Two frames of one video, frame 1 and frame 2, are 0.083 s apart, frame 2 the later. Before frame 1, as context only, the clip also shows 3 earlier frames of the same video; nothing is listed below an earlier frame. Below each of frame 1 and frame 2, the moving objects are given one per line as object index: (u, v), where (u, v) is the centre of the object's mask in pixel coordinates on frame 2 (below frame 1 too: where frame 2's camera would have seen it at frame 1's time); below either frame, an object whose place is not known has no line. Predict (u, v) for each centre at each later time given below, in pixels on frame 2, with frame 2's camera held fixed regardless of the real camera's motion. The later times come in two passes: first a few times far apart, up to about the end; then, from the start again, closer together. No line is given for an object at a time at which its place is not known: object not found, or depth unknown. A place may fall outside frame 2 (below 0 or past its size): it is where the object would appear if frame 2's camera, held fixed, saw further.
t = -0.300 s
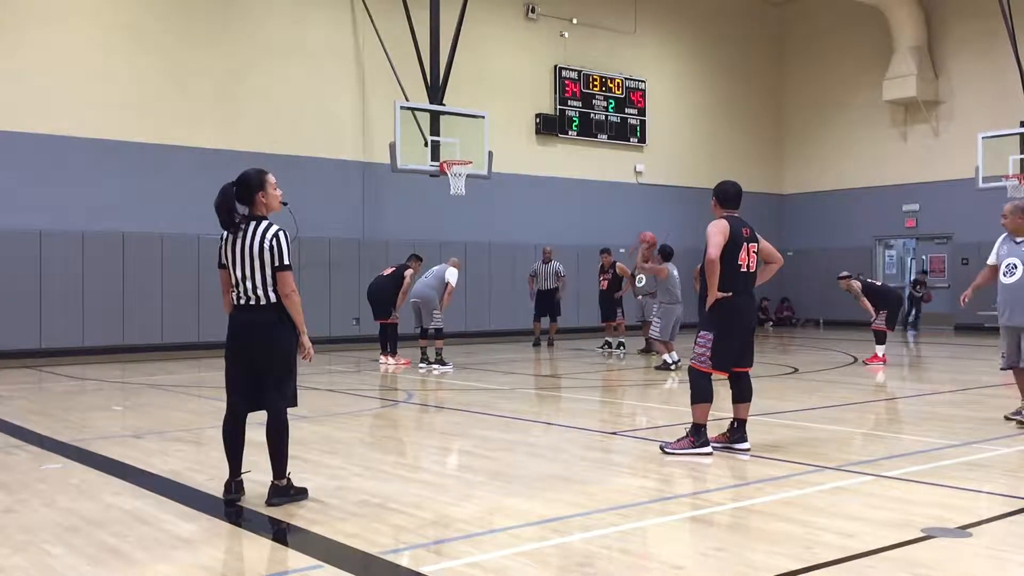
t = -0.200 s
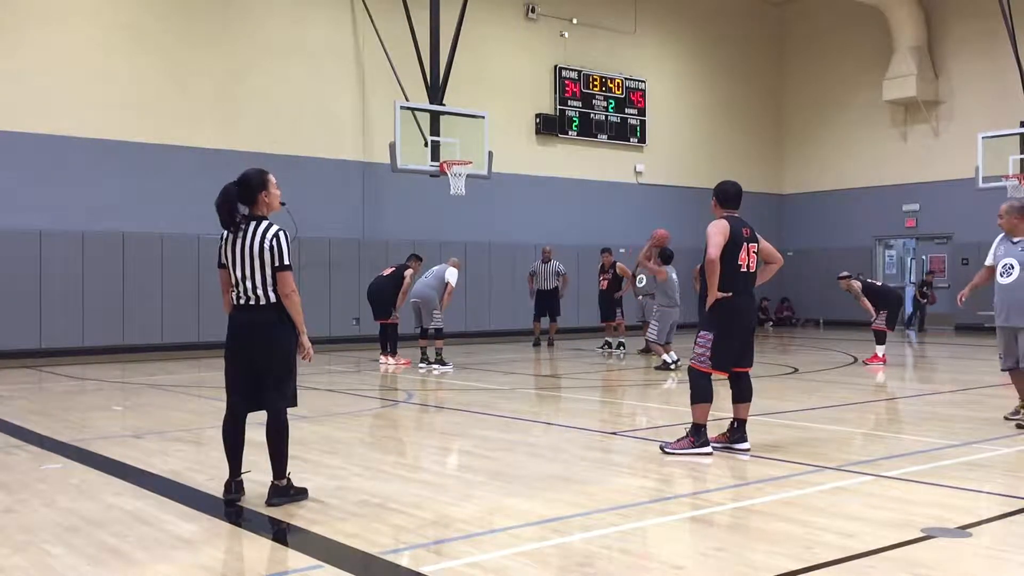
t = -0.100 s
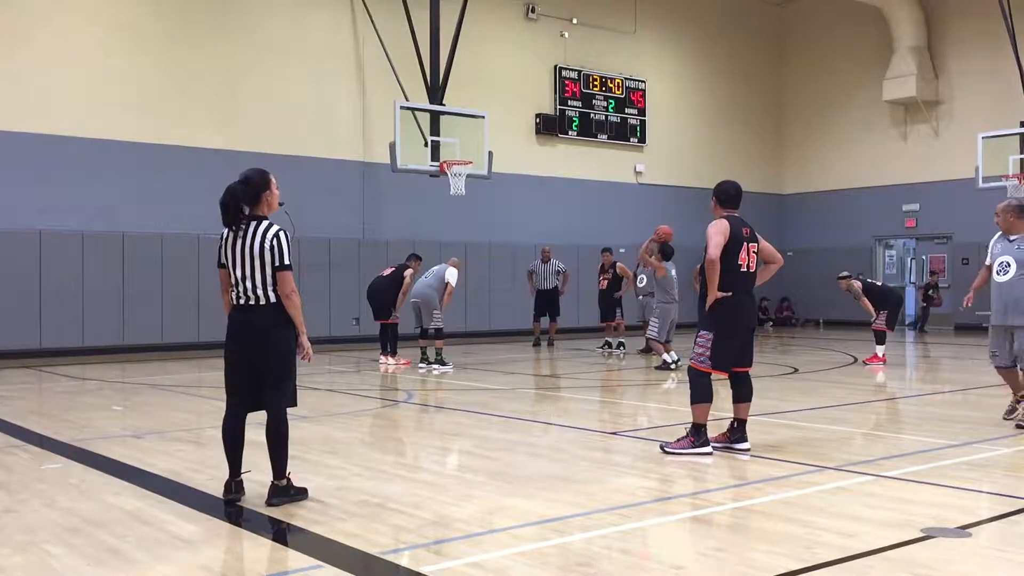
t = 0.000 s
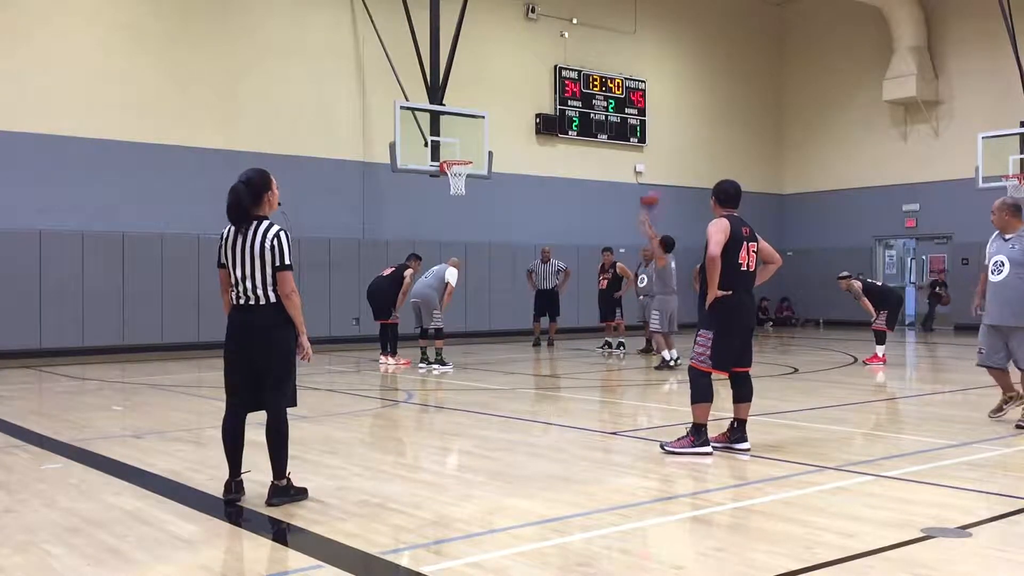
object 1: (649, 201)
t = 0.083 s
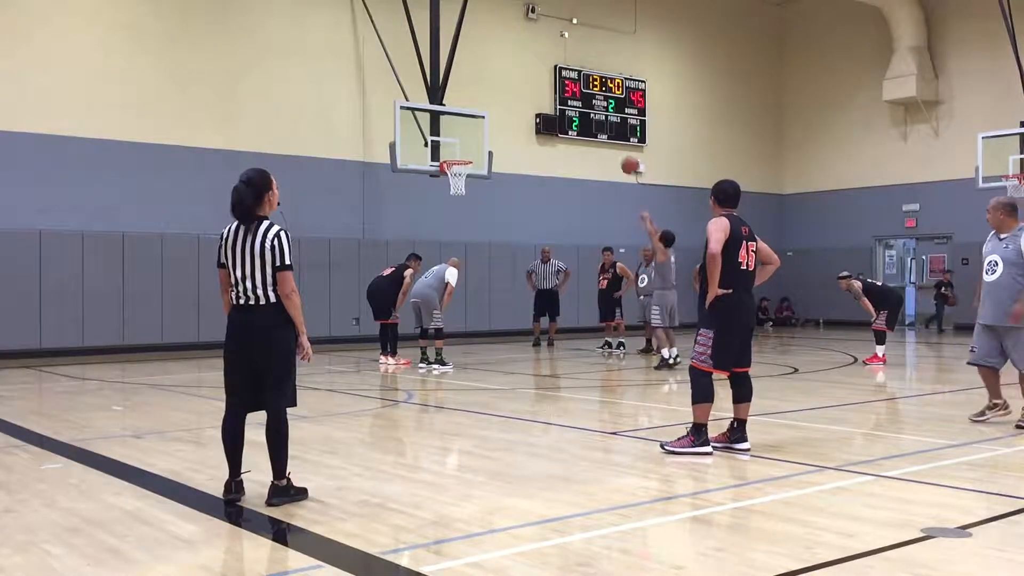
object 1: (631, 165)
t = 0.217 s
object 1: (601, 124)
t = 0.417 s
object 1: (562, 91)
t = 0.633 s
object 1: (524, 85)
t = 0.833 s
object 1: (494, 107)
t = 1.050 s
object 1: (464, 156)
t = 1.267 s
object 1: (455, 121)
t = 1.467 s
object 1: (459, 109)
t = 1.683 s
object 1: (464, 125)
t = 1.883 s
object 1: (468, 165)
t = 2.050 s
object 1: (472, 218)
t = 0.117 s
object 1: (623, 154)
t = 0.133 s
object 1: (619, 148)
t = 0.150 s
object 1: (615, 142)
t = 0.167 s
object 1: (612, 137)
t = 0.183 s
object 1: (609, 131)
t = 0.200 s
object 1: (605, 128)
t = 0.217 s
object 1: (601, 124)
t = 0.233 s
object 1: (598, 122)
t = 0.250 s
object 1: (595, 117)
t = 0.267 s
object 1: (590, 112)
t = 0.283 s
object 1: (588, 110)
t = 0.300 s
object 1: (585, 106)
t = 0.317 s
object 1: (582, 103)
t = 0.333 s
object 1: (579, 100)
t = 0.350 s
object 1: (575, 95)
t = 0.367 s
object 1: (571, 95)
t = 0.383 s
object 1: (568, 93)
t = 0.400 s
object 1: (566, 92)
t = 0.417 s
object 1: (562, 91)
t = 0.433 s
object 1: (560, 89)
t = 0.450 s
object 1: (557, 87)
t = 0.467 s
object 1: (553, 86)
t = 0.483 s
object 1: (550, 85)
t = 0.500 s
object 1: (547, 85)
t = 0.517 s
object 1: (544, 84)
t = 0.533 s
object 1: (541, 84)
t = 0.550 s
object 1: (538, 83)
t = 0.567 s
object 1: (536, 83)
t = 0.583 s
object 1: (533, 84)
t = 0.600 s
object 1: (530, 84)
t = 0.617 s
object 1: (527, 85)
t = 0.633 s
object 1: (524, 85)
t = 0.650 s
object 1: (522, 86)
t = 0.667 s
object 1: (519, 87)
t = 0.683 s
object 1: (516, 89)
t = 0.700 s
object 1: (514, 90)
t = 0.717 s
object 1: (511, 92)
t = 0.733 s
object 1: (508, 94)
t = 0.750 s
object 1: (506, 95)
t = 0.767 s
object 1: (503, 98)
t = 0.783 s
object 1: (501, 100)
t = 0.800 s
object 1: (498, 102)
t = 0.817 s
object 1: (496, 105)
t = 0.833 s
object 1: (494, 107)
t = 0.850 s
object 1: (491, 110)
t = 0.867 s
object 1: (489, 113)
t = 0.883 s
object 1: (486, 117)
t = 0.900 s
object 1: (484, 120)
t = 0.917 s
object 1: (482, 123)
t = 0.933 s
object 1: (480, 127)
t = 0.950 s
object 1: (477, 131)
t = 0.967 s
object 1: (475, 134)
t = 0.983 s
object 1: (472, 139)
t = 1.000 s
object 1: (470, 143)
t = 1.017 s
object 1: (468, 147)
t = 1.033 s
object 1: (466, 151)
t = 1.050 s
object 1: (464, 156)
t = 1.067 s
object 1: (462, 154)
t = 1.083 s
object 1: (461, 150)
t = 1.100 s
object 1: (460, 147)
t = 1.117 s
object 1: (459, 144)
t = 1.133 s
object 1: (458, 140)
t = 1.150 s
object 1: (456, 137)
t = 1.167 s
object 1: (455, 134)
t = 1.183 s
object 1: (454, 132)
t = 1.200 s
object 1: (454, 129)
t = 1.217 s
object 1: (454, 127)
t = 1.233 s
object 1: (454, 124)
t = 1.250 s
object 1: (454, 122)
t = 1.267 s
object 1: (455, 121)
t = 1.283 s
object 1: (455, 119)
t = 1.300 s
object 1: (455, 117)
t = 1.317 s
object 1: (456, 115)
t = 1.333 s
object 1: (456, 114)
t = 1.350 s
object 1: (457, 112)
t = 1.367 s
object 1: (457, 112)
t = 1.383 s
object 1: (458, 111)
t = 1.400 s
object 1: (458, 110)
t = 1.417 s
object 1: (458, 109)
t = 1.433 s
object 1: (458, 109)
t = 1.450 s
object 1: (459, 109)
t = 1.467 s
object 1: (459, 109)
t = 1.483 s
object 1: (459, 109)
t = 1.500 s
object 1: (460, 109)
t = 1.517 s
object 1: (460, 110)
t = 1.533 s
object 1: (460, 110)
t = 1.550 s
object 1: (461, 112)
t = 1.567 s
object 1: (461, 113)
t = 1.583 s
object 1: (462, 114)
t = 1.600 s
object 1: (462, 115)
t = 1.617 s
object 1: (462, 117)
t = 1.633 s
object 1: (462, 119)
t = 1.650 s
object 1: (463, 120)
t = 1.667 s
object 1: (463, 123)
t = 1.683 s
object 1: (464, 125)
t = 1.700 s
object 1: (464, 127)
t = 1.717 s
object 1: (464, 130)
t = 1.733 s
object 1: (465, 132)
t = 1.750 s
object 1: (465, 136)
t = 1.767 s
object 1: (466, 138)
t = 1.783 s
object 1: (466, 142)
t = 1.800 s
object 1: (466, 145)
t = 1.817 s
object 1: (467, 149)
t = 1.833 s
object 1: (467, 153)
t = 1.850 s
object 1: (467, 157)
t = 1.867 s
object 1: (468, 161)
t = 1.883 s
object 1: (468, 165)
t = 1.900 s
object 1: (469, 169)
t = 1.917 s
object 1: (470, 175)
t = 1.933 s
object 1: (470, 179)
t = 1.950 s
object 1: (470, 185)
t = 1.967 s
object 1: (470, 190)
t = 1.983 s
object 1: (471, 195)
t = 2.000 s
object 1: (471, 201)
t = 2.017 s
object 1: (471, 204)
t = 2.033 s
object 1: (472, 213)
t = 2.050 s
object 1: (472, 218)
